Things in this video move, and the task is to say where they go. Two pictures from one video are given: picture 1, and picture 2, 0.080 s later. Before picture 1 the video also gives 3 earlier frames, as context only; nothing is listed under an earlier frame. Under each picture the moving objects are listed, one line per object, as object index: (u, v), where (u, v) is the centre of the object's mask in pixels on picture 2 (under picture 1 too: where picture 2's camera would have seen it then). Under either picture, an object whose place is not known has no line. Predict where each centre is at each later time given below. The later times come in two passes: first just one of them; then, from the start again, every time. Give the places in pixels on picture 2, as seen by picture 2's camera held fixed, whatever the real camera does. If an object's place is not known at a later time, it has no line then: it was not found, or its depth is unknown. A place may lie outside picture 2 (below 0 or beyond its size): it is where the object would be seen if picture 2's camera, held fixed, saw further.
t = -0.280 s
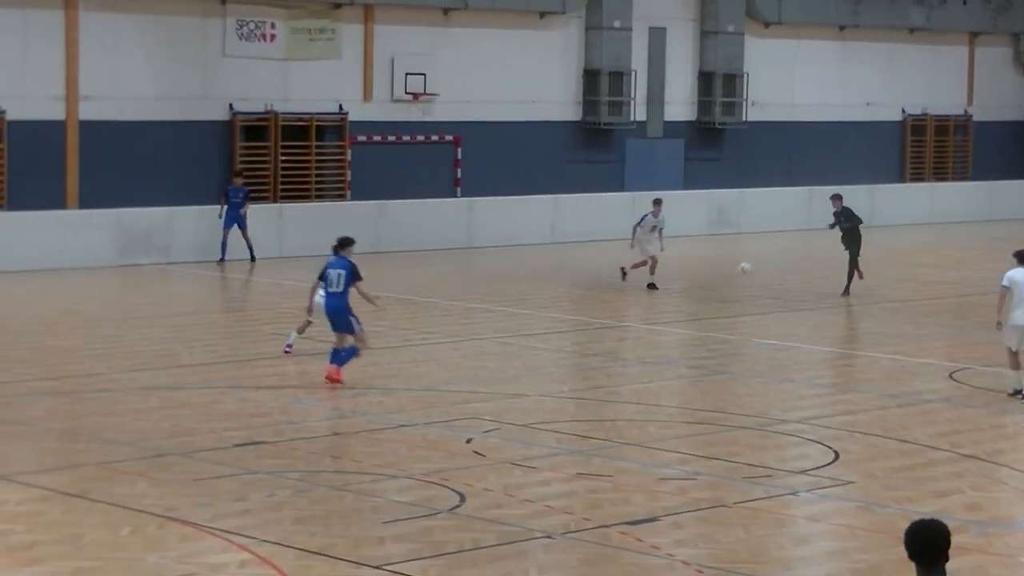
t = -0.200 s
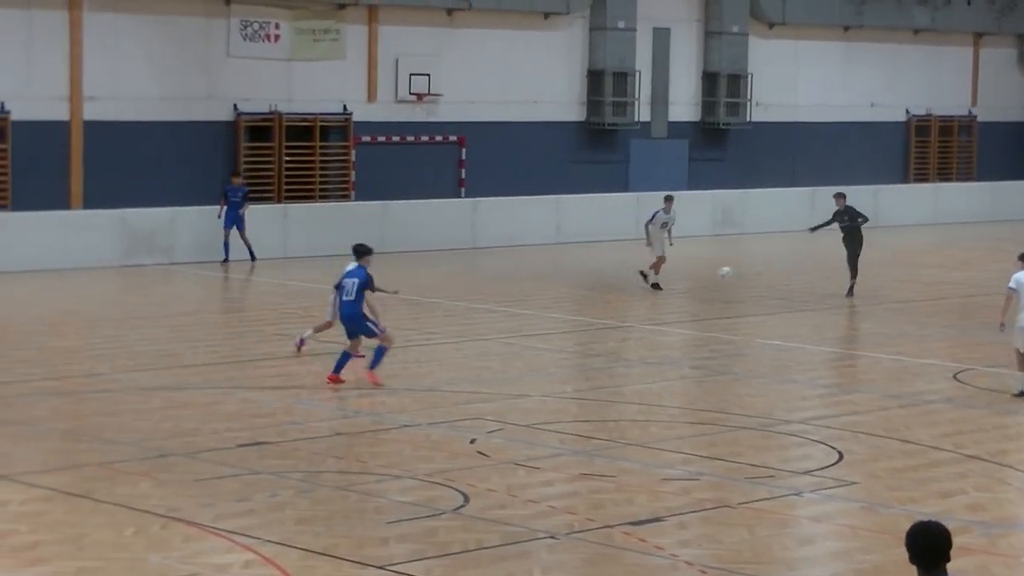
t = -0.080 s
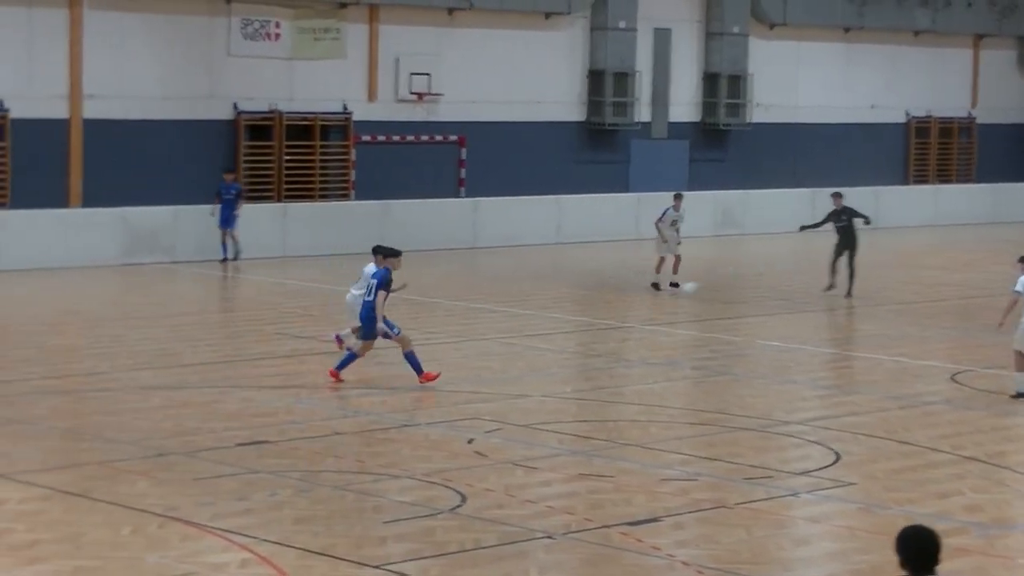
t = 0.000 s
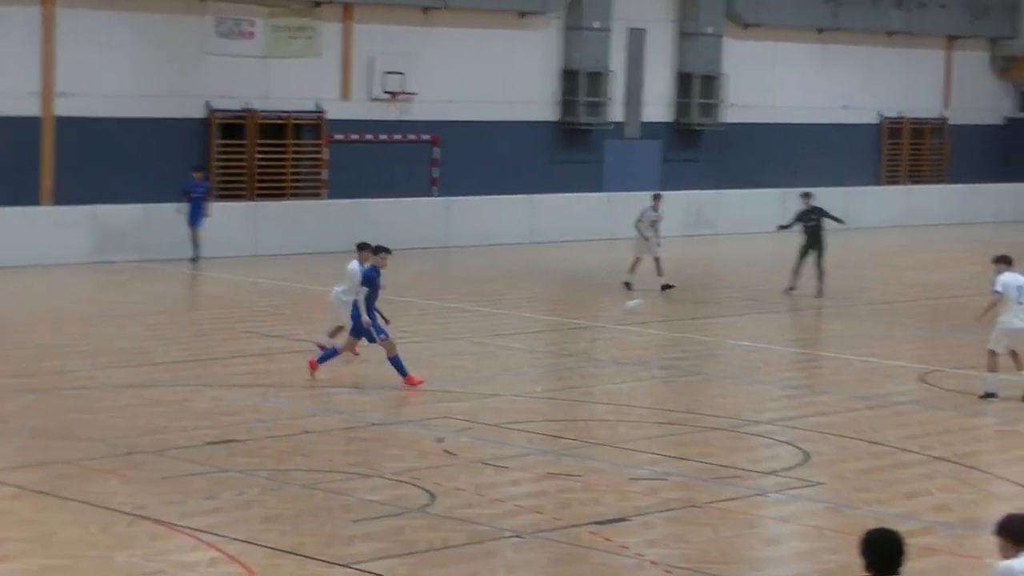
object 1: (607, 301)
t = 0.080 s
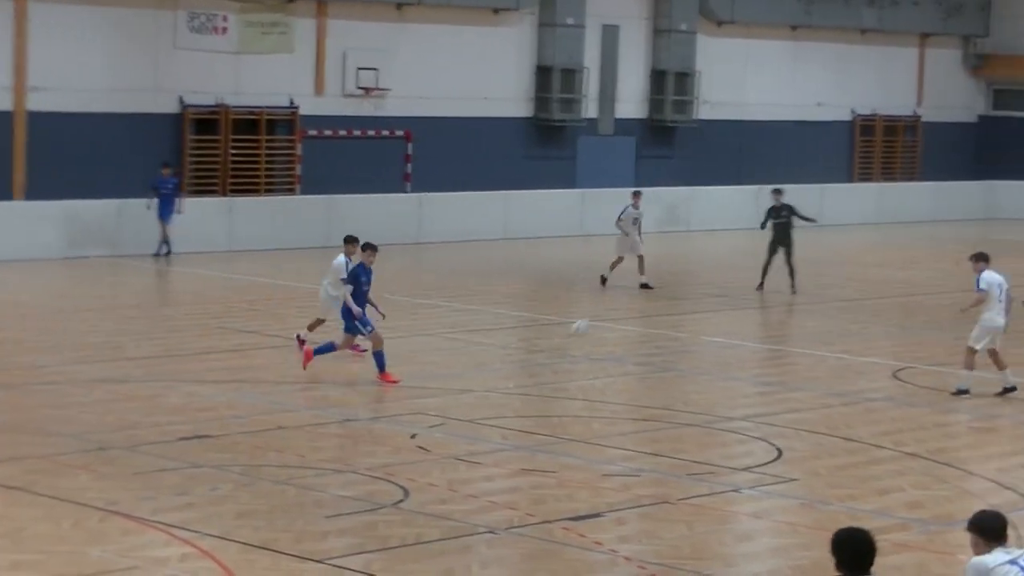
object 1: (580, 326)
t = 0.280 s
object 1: (519, 382)
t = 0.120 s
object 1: (569, 341)
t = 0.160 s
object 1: (554, 358)
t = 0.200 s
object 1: (539, 379)
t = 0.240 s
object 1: (529, 382)
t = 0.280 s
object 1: (519, 382)
